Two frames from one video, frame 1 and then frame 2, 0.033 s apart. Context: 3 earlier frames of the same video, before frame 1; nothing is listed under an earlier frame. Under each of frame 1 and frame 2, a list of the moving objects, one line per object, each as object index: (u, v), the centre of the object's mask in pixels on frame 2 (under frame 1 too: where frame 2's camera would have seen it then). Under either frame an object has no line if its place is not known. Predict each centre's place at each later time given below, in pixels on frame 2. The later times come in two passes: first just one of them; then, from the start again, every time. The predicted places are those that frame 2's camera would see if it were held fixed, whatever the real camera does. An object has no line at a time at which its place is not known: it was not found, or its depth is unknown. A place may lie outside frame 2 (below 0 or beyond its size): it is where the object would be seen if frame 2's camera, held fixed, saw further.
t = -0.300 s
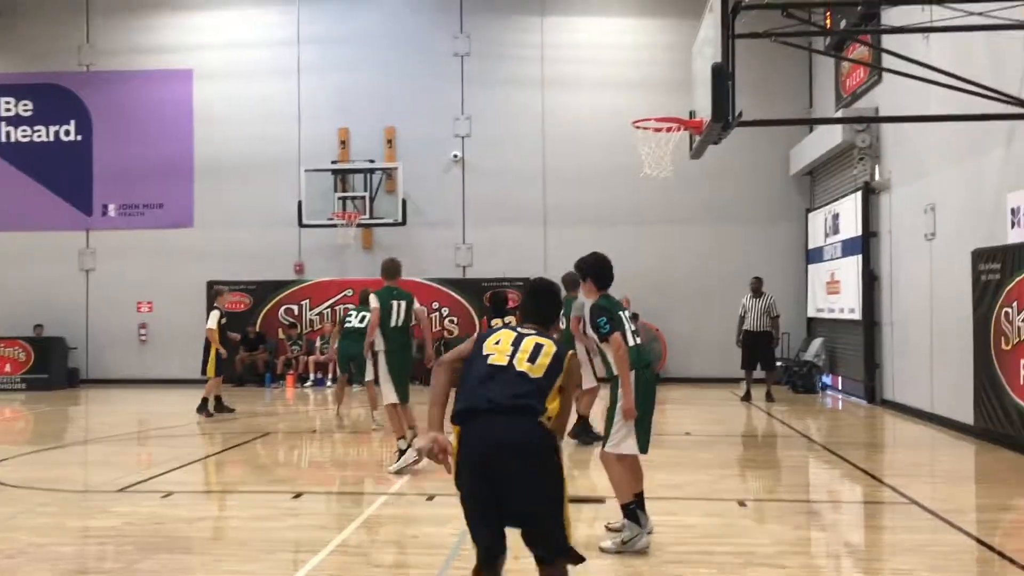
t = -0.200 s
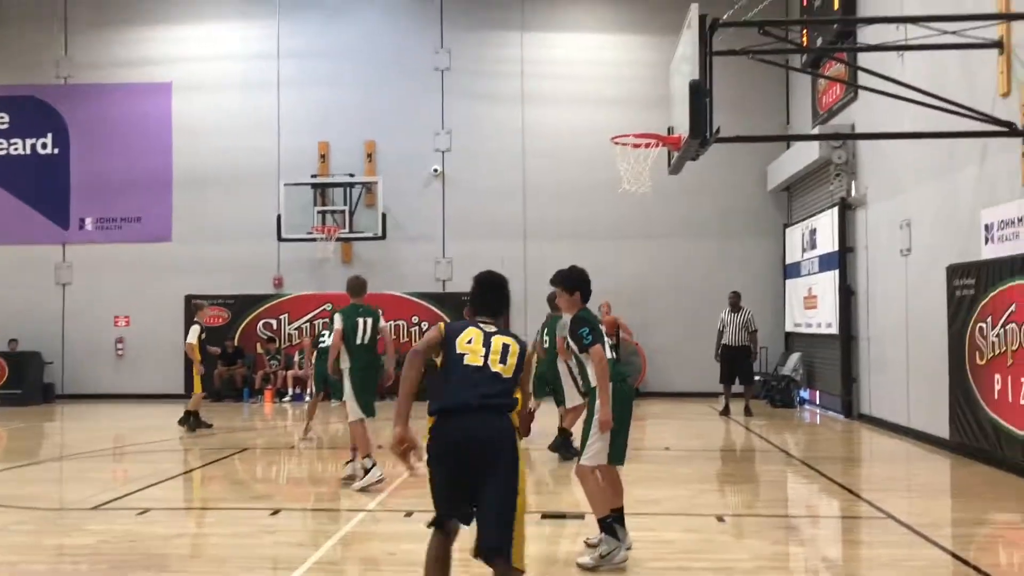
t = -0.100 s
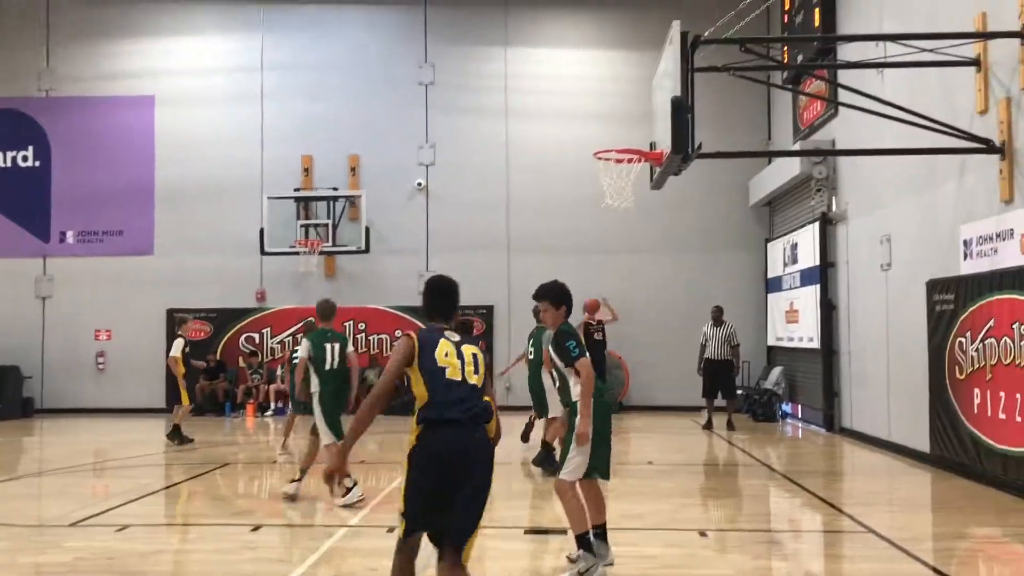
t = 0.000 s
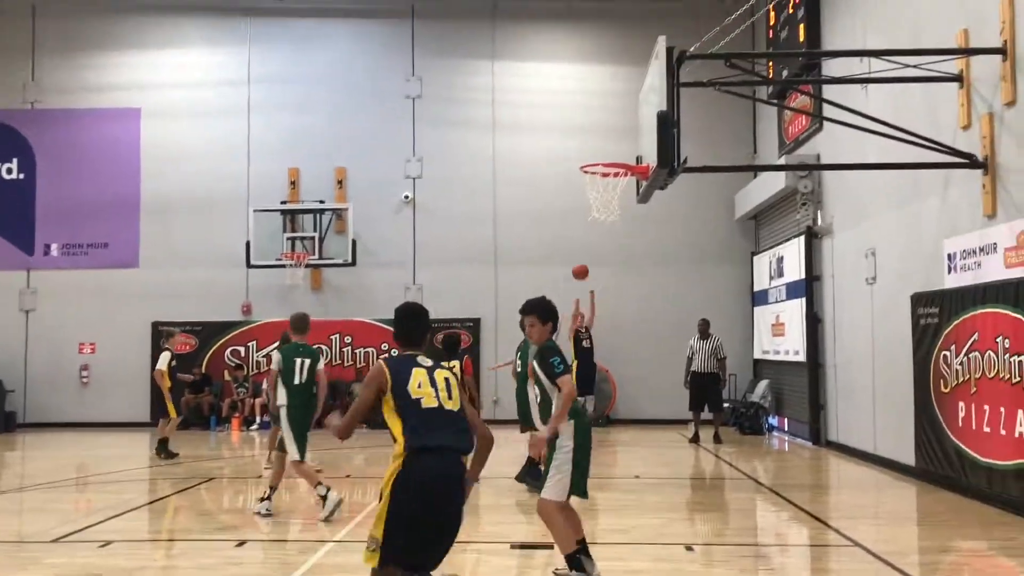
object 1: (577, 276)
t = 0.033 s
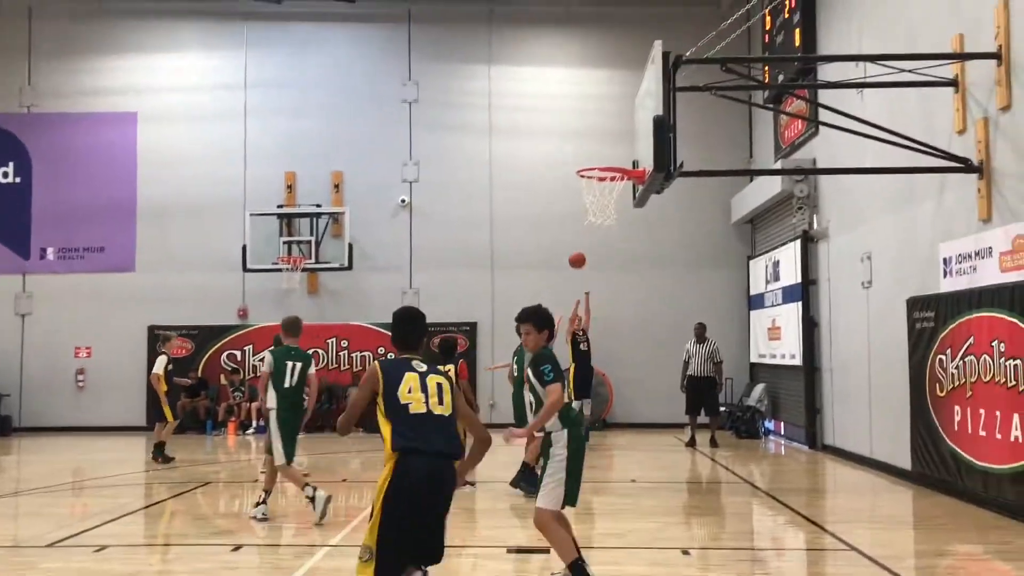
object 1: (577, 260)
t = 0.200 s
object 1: (574, 195)
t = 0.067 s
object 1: (577, 245)
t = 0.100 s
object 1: (577, 232)
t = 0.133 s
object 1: (577, 218)
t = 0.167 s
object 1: (576, 207)
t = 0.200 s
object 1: (574, 195)
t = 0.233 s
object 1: (577, 182)
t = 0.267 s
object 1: (577, 168)
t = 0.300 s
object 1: (579, 159)
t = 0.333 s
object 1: (580, 148)
